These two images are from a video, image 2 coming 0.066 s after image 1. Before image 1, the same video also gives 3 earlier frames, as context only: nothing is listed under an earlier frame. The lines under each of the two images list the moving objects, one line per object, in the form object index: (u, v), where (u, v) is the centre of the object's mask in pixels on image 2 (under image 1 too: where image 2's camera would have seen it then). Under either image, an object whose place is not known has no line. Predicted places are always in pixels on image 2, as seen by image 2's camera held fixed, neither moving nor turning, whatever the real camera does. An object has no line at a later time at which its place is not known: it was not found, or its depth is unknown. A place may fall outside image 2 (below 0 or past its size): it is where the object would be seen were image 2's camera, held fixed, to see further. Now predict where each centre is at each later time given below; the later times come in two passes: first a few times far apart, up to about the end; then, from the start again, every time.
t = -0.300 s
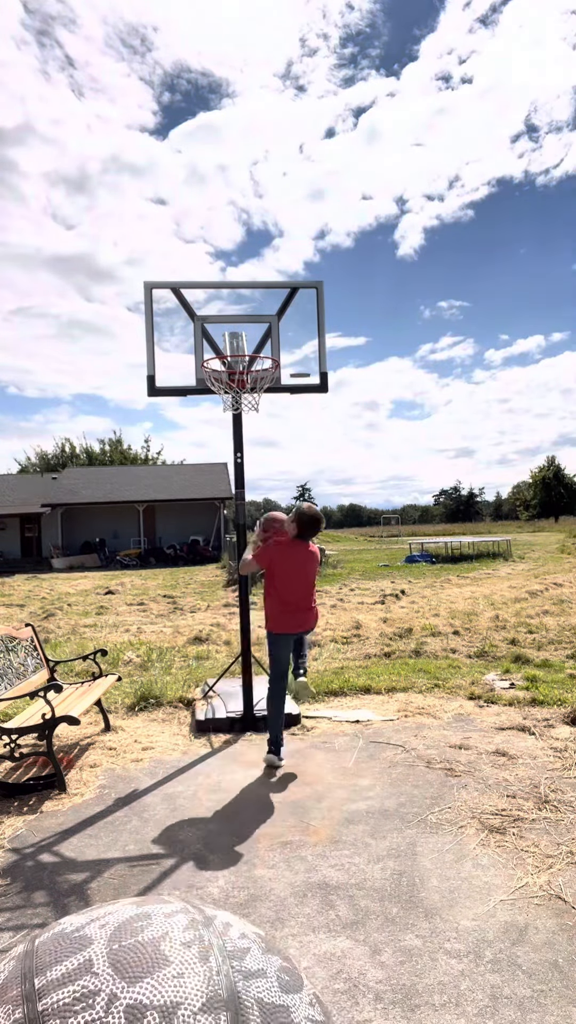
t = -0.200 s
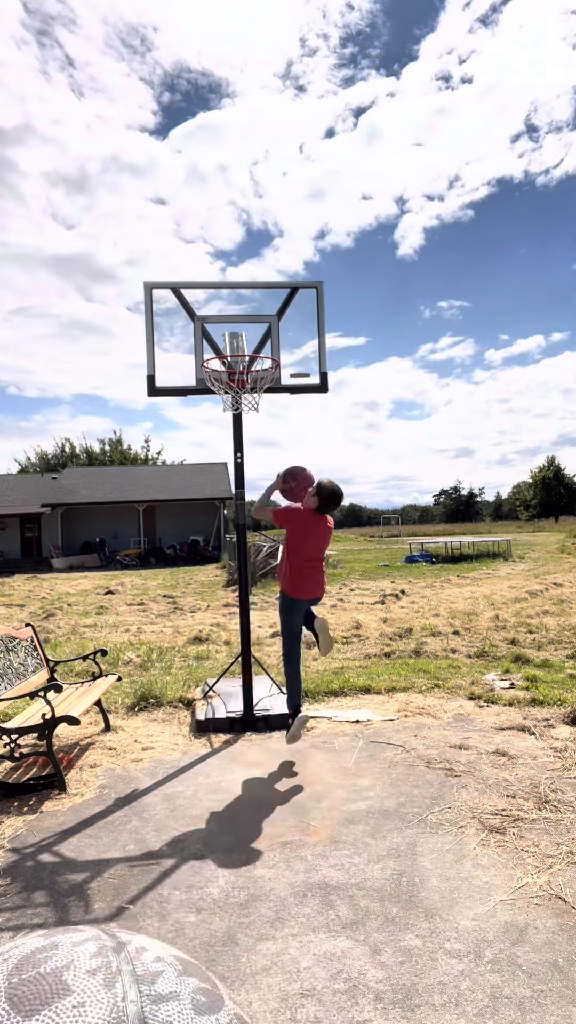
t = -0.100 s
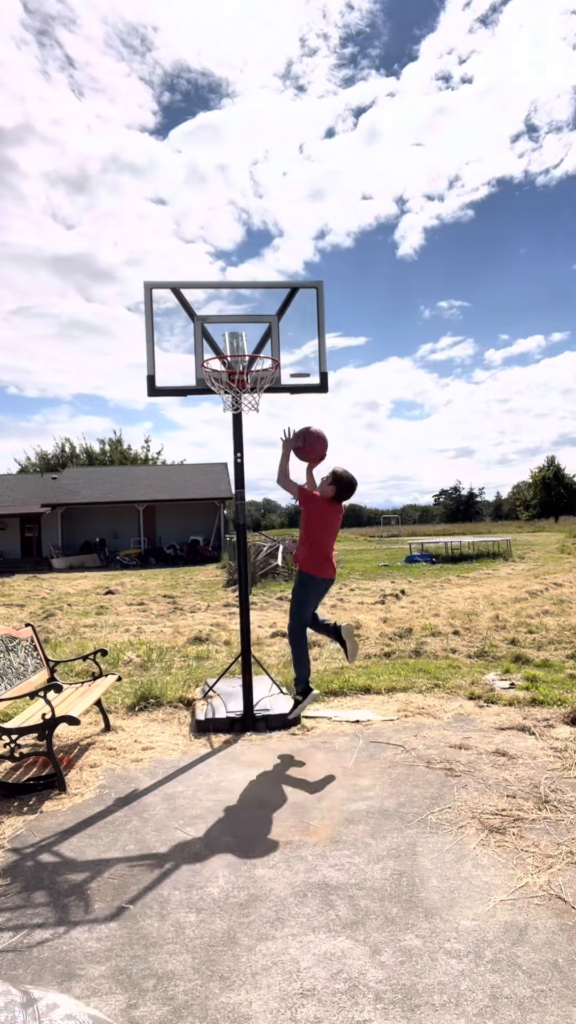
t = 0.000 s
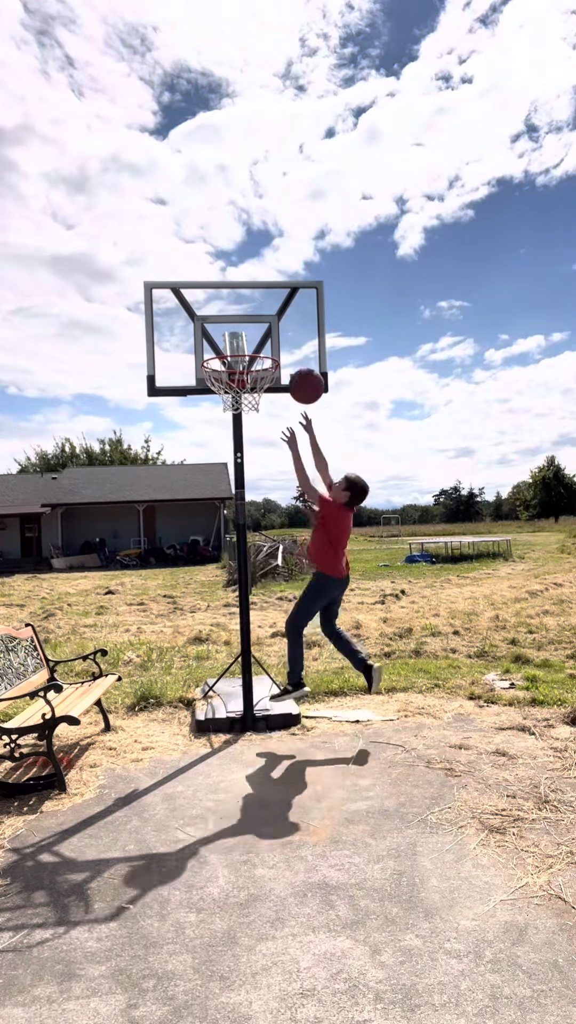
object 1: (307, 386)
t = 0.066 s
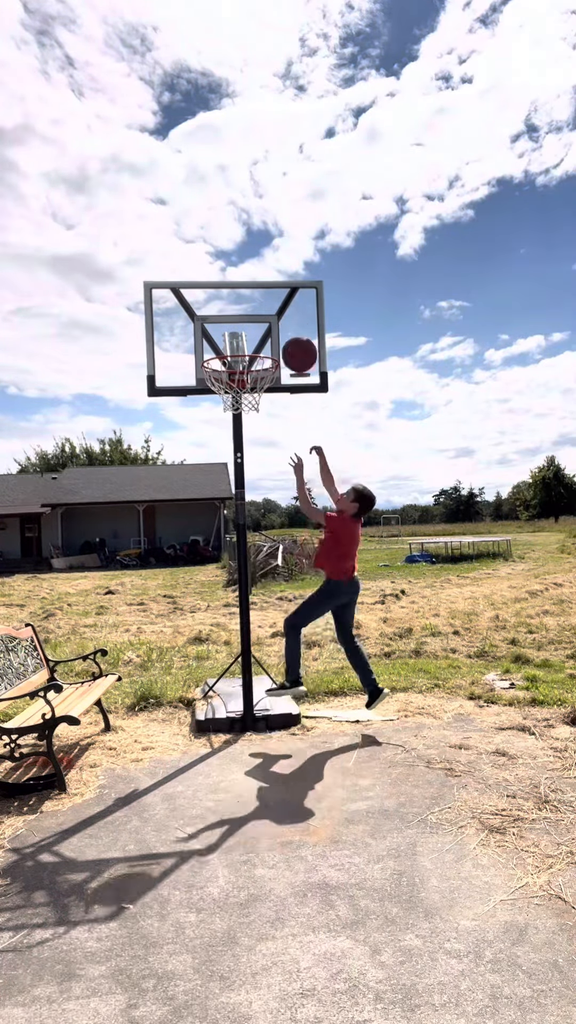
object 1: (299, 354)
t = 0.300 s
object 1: (287, 316)
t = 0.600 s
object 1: (289, 345)
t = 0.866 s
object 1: (316, 408)
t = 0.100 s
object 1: (297, 344)
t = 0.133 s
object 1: (296, 335)
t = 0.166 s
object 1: (294, 329)
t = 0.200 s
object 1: (292, 323)
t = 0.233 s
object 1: (290, 319)
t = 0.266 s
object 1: (289, 317)
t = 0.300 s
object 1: (287, 316)
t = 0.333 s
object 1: (286, 317)
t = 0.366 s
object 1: (285, 320)
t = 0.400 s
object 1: (283, 325)
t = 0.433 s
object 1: (282, 331)
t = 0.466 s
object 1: (280, 339)
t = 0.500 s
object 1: (280, 347)
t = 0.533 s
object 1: (283, 345)
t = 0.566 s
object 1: (286, 345)
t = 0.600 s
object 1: (289, 345)
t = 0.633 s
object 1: (292, 347)
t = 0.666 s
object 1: (296, 351)
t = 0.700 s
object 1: (299, 357)
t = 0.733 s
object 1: (302, 364)
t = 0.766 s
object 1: (306, 374)
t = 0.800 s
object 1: (309, 383)
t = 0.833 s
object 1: (313, 395)
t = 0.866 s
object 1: (316, 408)
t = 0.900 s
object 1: (320, 423)
